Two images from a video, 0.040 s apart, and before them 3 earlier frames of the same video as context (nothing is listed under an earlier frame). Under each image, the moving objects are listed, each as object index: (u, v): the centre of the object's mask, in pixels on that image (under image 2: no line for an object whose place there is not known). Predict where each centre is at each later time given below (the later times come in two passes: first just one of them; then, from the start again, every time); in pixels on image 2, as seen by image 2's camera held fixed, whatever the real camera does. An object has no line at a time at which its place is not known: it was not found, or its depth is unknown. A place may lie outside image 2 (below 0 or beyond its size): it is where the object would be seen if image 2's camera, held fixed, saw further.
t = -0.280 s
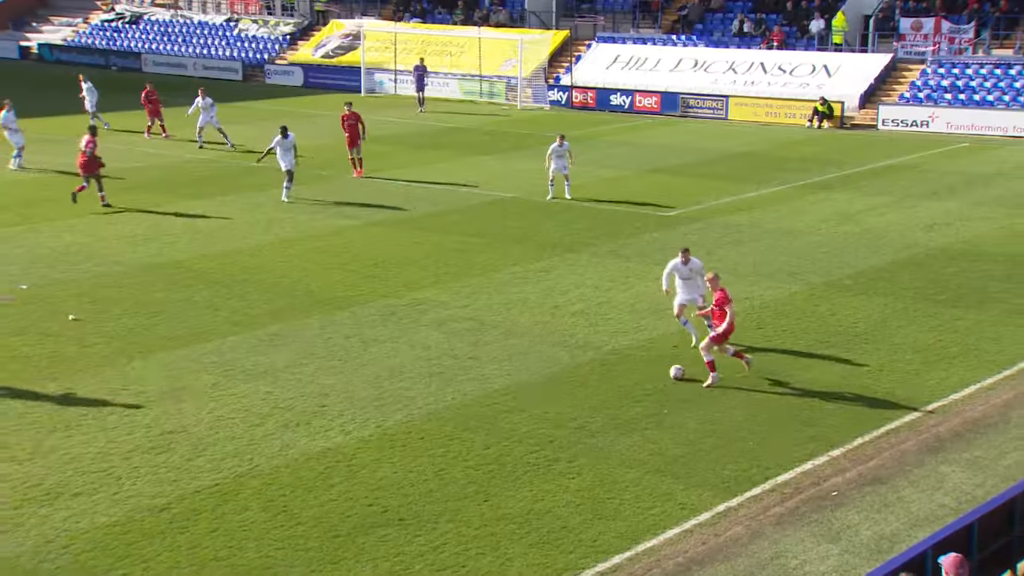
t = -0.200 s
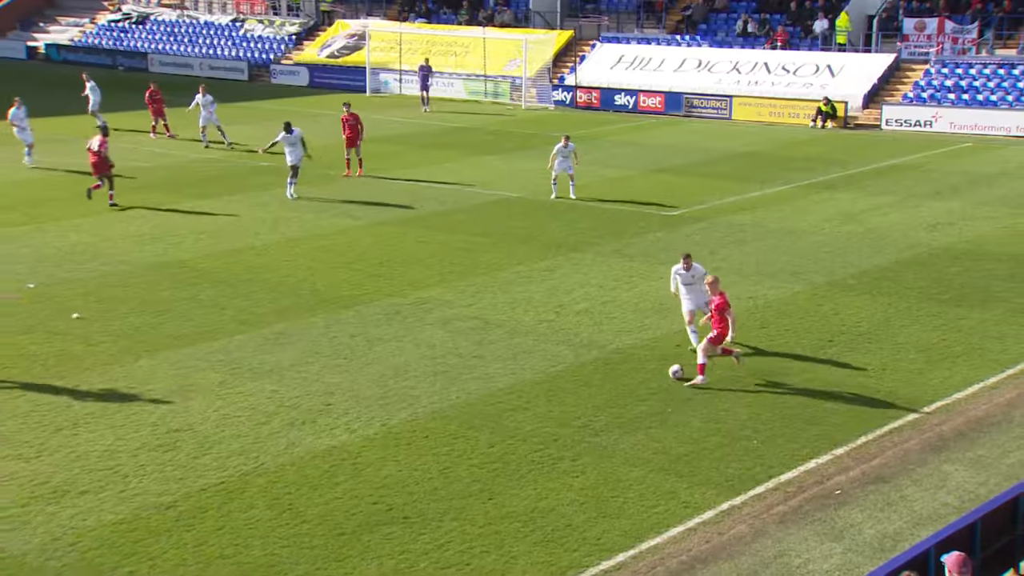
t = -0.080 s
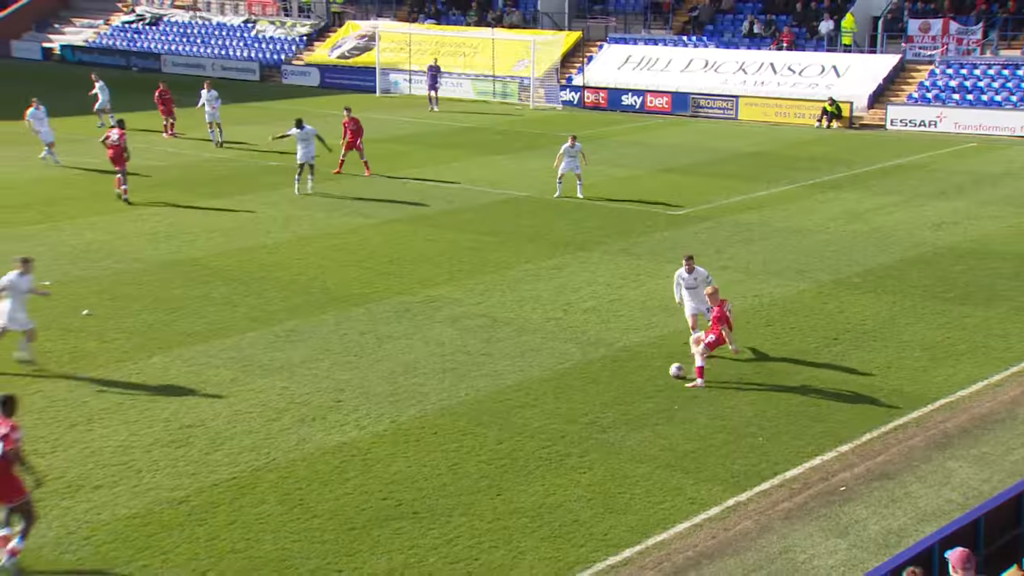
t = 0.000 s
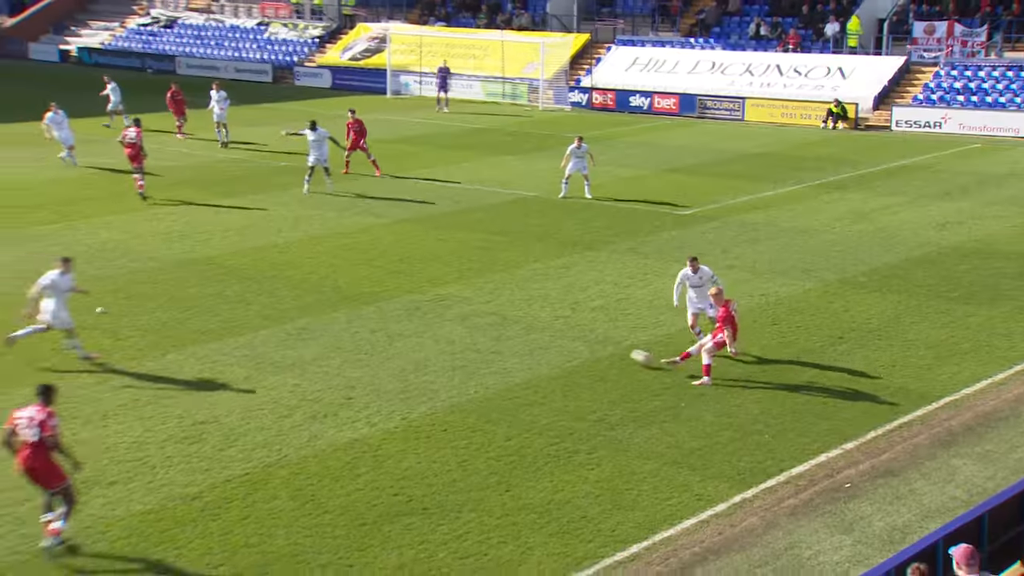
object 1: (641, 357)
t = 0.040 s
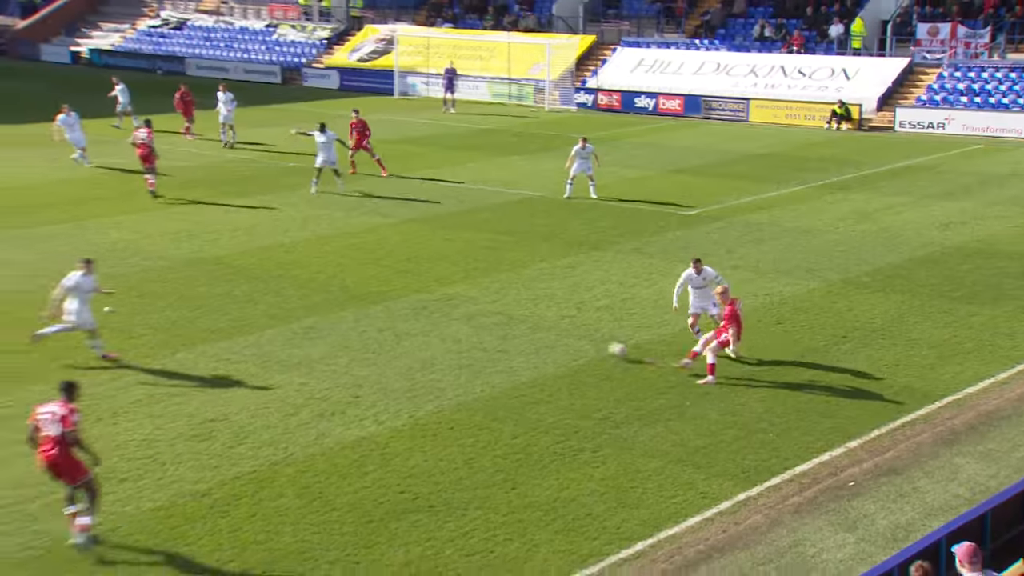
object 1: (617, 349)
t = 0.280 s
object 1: (478, 319)
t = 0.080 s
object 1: (590, 343)
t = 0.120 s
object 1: (565, 340)
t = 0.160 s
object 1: (539, 335)
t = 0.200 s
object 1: (518, 329)
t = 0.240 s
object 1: (497, 323)
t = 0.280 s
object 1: (478, 319)
